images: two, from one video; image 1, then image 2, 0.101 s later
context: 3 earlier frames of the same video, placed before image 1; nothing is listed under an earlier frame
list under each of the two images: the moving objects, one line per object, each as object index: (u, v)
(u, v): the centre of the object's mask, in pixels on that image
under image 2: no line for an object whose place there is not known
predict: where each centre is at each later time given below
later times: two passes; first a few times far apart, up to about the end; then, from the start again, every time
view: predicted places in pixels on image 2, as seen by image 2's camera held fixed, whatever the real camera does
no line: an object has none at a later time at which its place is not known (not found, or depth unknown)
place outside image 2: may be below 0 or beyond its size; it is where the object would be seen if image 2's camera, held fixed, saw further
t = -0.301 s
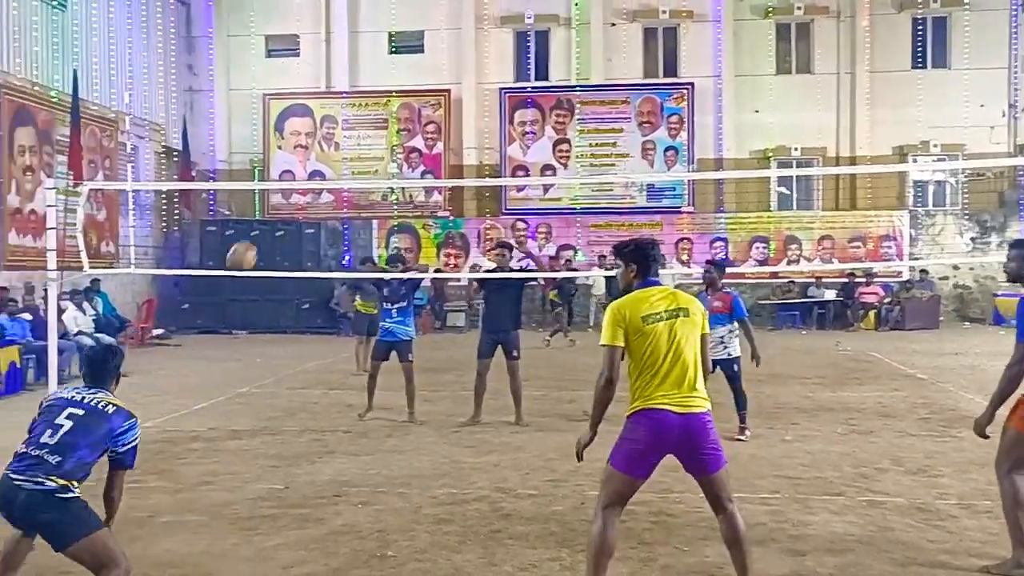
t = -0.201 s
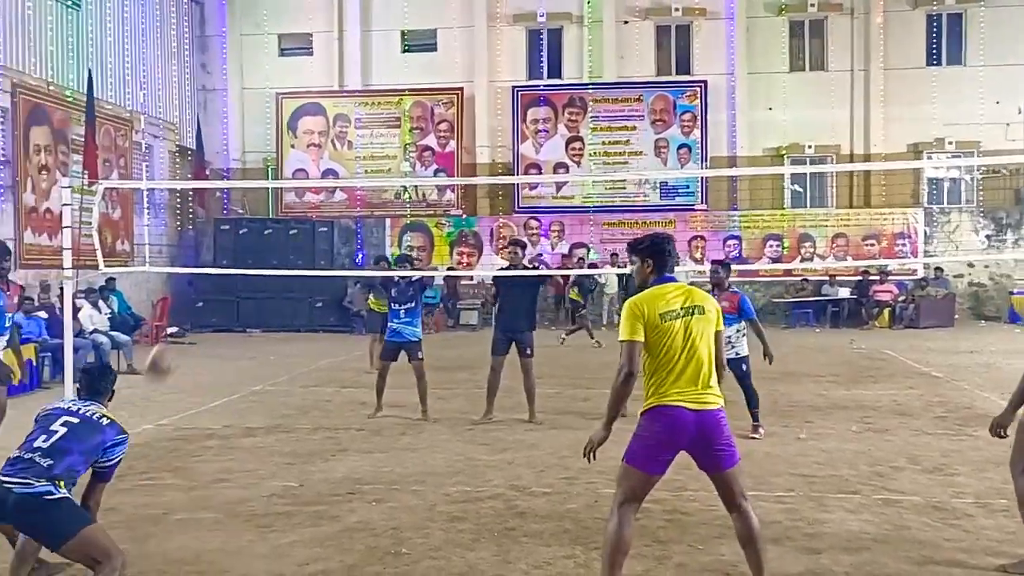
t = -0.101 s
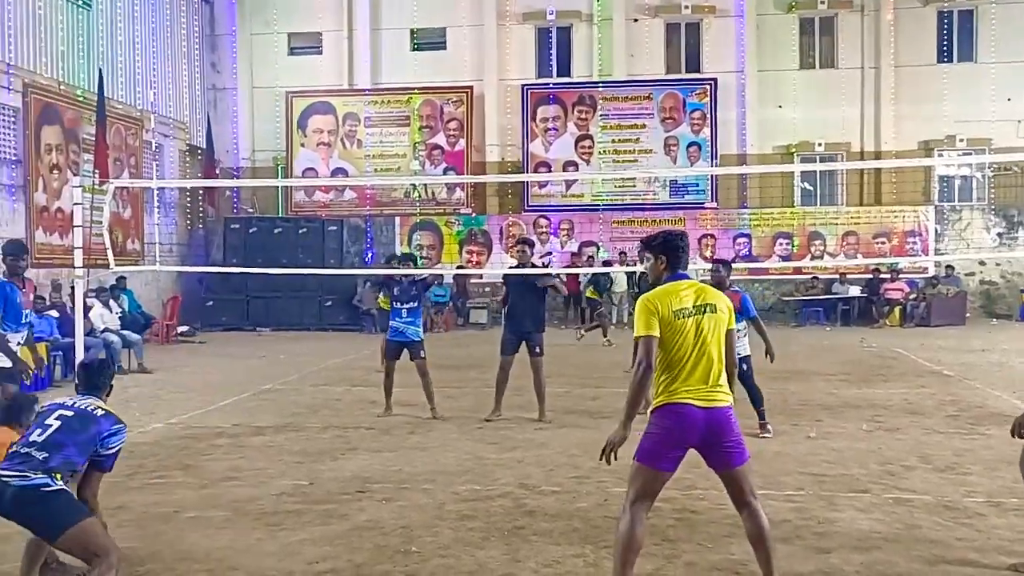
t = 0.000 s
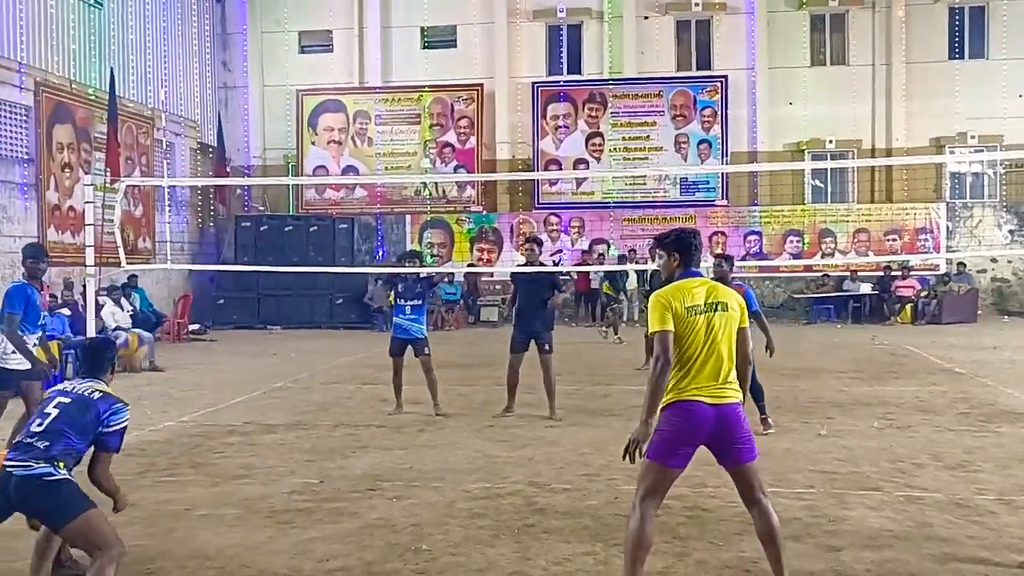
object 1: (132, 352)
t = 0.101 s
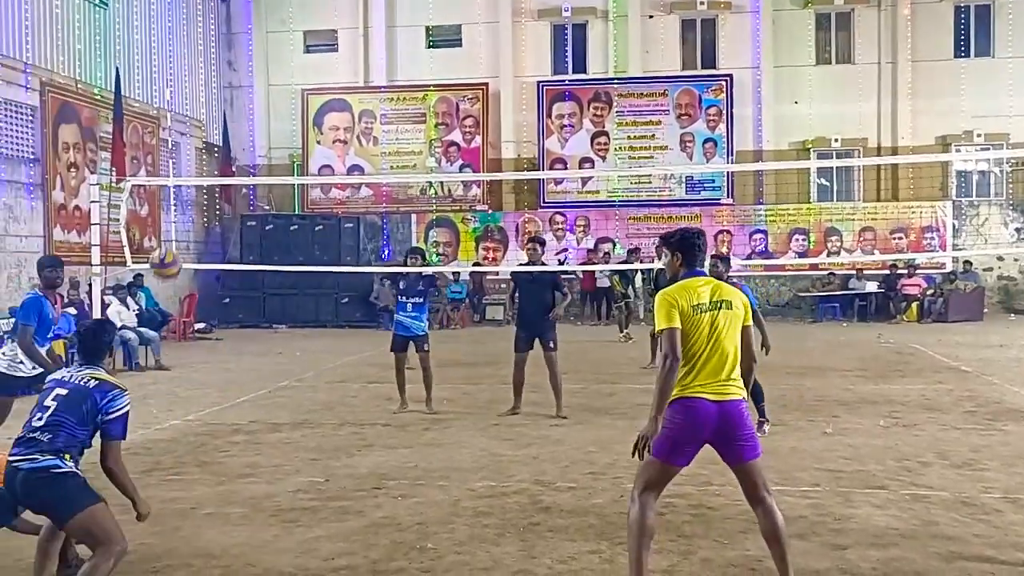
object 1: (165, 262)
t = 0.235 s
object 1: (197, 189)
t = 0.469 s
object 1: (237, 129)
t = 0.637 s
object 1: (259, 128)
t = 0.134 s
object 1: (174, 242)
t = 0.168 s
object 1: (182, 220)
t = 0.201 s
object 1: (190, 201)
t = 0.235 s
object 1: (197, 189)
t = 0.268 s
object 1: (203, 174)
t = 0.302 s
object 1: (210, 161)
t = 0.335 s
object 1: (216, 153)
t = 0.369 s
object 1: (222, 144)
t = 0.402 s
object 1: (227, 137)
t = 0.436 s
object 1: (232, 132)
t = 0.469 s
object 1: (237, 129)
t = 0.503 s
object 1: (242, 126)
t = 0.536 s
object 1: (247, 125)
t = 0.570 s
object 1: (251, 124)
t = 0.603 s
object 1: (255, 126)
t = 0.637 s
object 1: (259, 128)
